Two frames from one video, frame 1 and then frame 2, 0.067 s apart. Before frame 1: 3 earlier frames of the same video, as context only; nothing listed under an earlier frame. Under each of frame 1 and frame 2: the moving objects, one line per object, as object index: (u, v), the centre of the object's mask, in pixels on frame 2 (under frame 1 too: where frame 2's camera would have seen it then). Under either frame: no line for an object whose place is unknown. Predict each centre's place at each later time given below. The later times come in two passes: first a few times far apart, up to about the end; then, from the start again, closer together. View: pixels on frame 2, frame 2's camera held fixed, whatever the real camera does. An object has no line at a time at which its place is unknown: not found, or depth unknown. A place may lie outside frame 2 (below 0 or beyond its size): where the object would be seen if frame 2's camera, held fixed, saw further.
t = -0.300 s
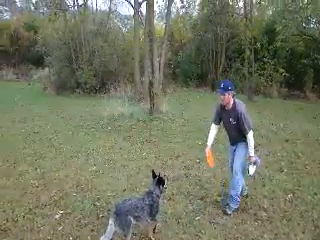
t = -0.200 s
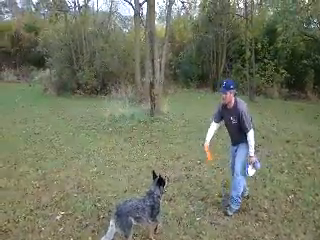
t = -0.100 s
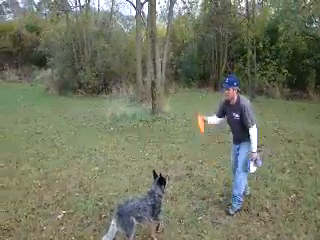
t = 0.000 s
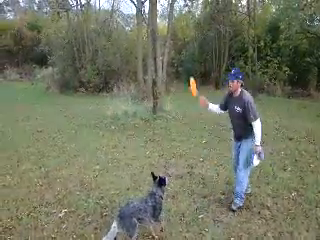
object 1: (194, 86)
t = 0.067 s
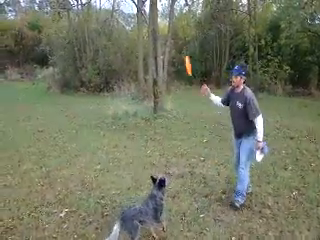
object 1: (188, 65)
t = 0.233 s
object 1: (176, 33)
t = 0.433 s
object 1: (163, 22)
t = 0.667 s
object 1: (153, 70)
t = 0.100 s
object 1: (185, 57)
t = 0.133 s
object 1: (183, 50)
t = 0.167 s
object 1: (180, 43)
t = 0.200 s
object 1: (178, 37)
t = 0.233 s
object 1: (176, 33)
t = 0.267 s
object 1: (173, 28)
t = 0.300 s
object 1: (171, 24)
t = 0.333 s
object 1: (169, 22)
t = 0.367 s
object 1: (167, 22)
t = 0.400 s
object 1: (164, 22)
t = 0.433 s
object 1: (163, 22)
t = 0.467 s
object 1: (161, 27)
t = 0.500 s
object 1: (160, 30)
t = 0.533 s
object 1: (158, 34)
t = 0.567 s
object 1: (157, 43)
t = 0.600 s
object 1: (156, 51)
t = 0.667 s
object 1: (153, 70)
